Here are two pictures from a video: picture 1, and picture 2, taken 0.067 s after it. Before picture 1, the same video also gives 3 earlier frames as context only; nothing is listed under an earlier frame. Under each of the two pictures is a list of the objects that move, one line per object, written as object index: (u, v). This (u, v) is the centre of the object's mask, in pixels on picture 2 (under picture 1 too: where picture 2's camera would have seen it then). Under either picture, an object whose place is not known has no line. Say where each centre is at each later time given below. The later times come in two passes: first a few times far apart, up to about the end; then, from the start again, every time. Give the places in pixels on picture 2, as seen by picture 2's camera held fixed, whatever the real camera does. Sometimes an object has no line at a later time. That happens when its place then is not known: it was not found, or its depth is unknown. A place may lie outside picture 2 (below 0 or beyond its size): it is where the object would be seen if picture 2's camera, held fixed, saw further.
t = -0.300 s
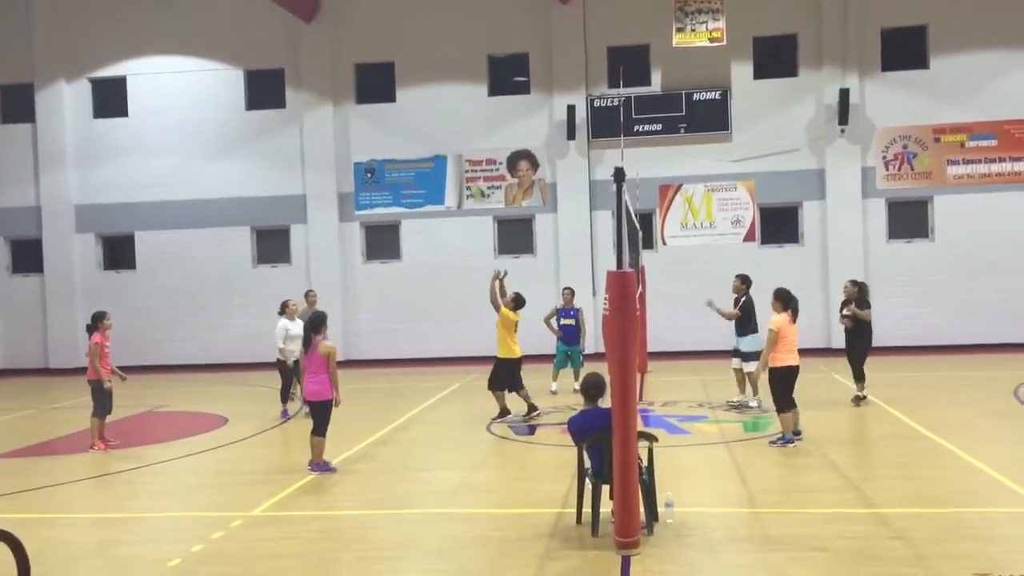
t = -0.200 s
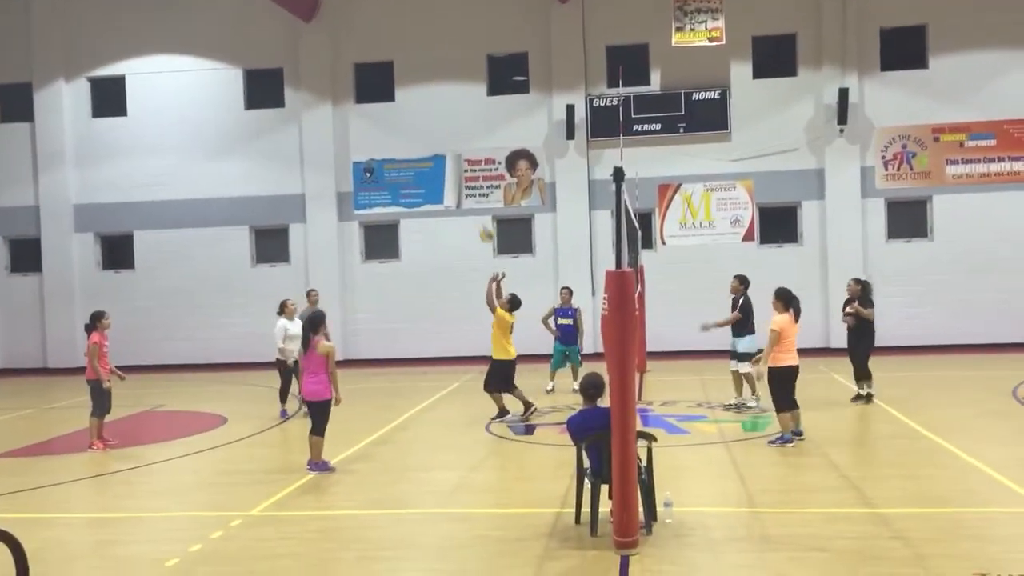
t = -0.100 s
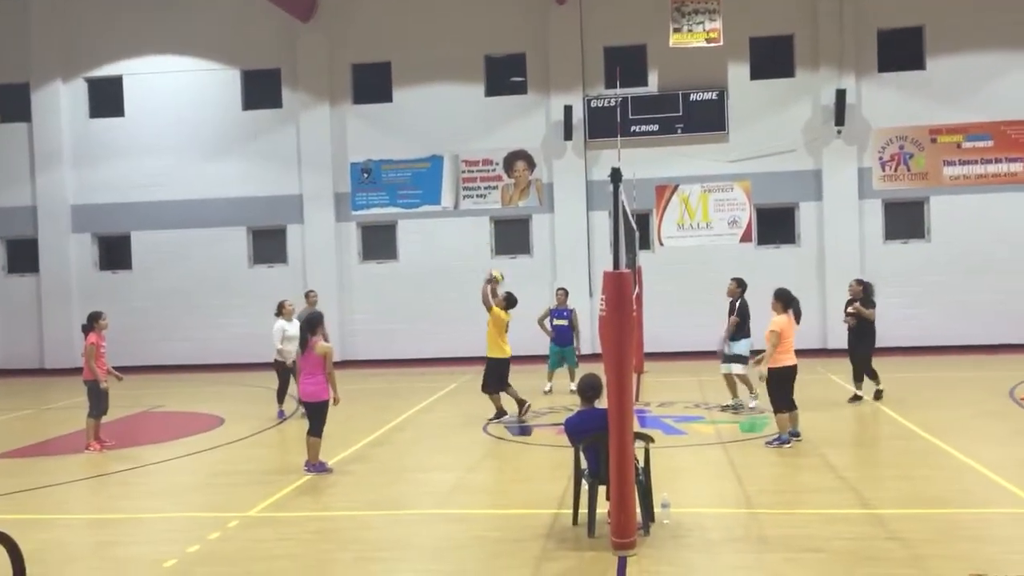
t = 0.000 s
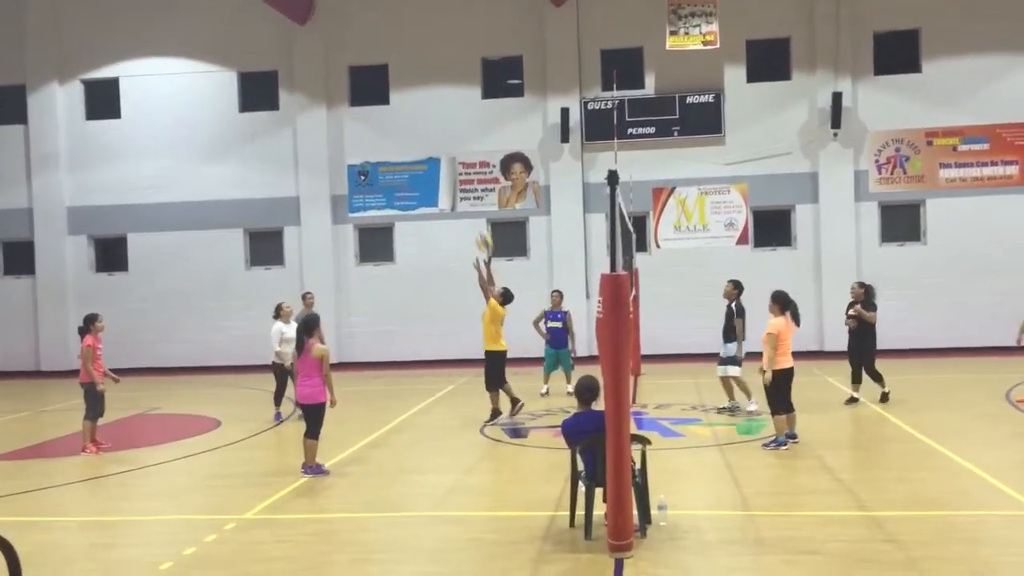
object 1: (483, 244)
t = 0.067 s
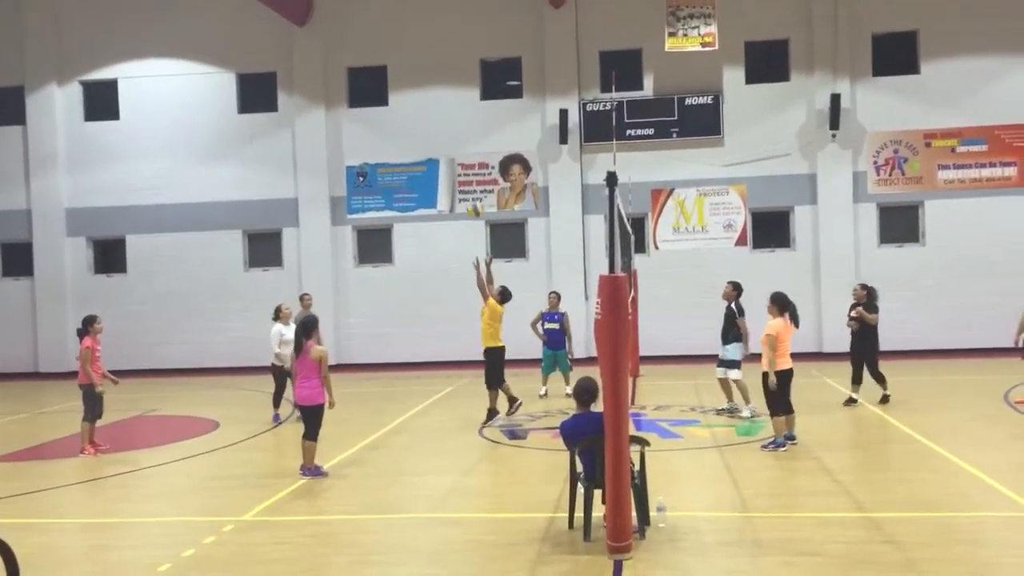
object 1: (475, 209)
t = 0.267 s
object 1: (451, 136)
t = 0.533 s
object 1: (424, 91)
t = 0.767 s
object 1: (402, 98)
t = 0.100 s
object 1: (471, 195)
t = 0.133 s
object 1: (466, 180)
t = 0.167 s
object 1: (462, 168)
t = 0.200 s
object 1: (459, 156)
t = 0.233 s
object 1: (455, 146)
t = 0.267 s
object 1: (451, 136)
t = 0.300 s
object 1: (447, 127)
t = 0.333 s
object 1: (444, 120)
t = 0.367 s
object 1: (440, 112)
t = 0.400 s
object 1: (437, 107)
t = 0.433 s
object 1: (434, 102)
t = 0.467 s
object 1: (430, 97)
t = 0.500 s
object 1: (427, 94)
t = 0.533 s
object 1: (424, 91)
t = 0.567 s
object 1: (420, 90)
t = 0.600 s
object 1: (417, 89)
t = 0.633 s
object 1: (414, 89)
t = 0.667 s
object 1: (410, 90)
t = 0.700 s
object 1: (407, 92)
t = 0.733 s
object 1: (404, 95)
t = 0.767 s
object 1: (402, 98)
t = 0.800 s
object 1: (399, 104)
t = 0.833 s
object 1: (397, 108)
